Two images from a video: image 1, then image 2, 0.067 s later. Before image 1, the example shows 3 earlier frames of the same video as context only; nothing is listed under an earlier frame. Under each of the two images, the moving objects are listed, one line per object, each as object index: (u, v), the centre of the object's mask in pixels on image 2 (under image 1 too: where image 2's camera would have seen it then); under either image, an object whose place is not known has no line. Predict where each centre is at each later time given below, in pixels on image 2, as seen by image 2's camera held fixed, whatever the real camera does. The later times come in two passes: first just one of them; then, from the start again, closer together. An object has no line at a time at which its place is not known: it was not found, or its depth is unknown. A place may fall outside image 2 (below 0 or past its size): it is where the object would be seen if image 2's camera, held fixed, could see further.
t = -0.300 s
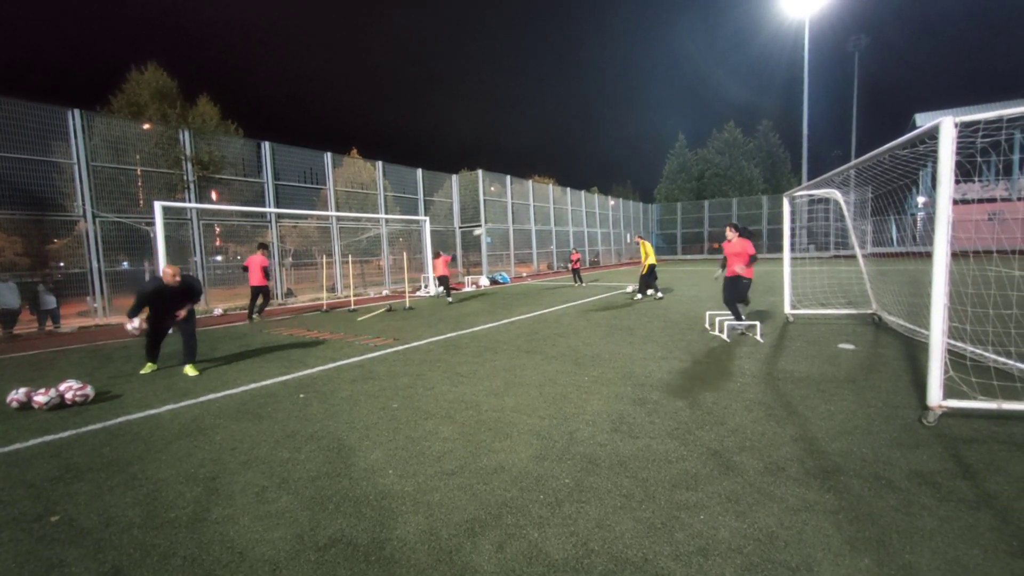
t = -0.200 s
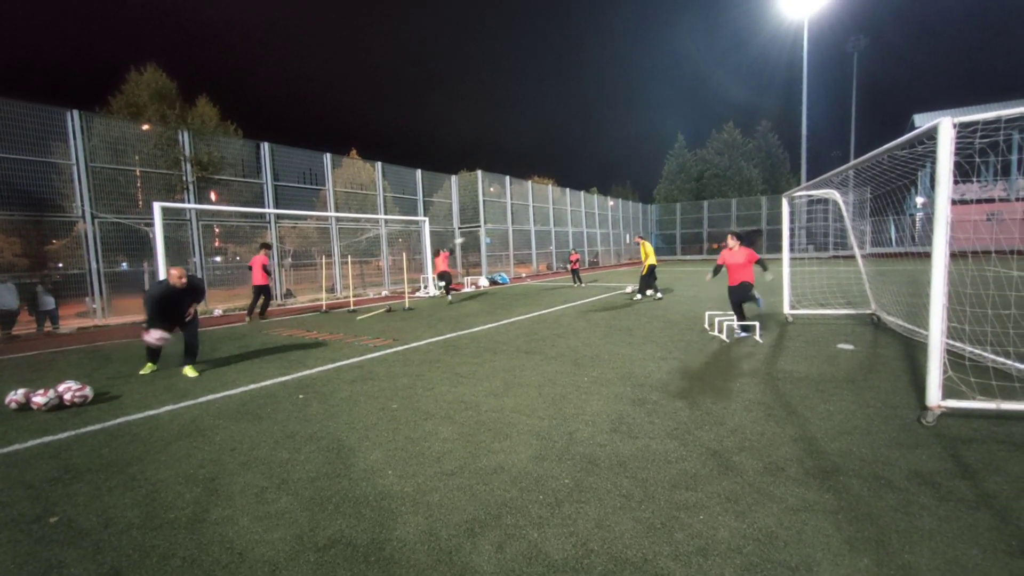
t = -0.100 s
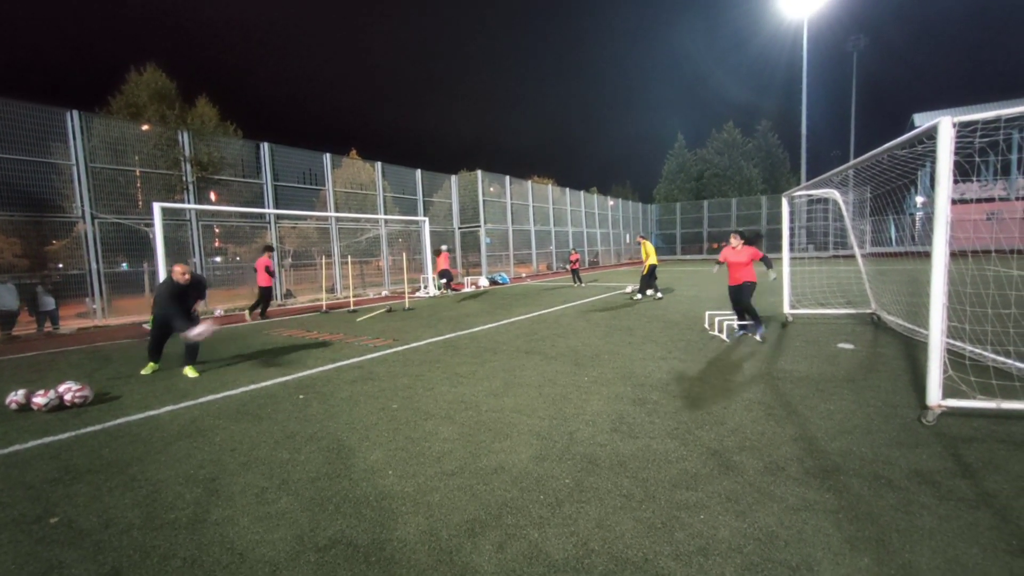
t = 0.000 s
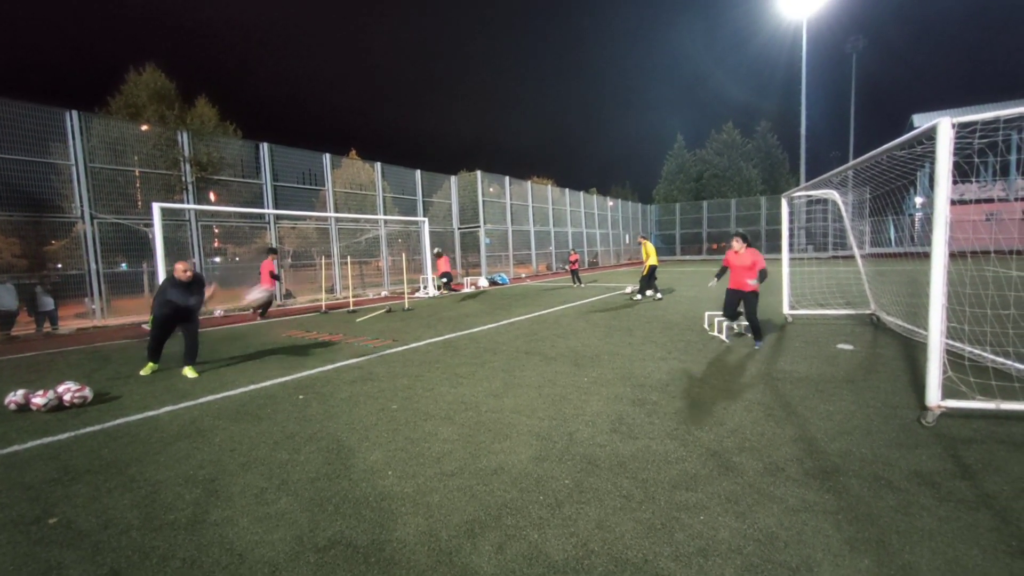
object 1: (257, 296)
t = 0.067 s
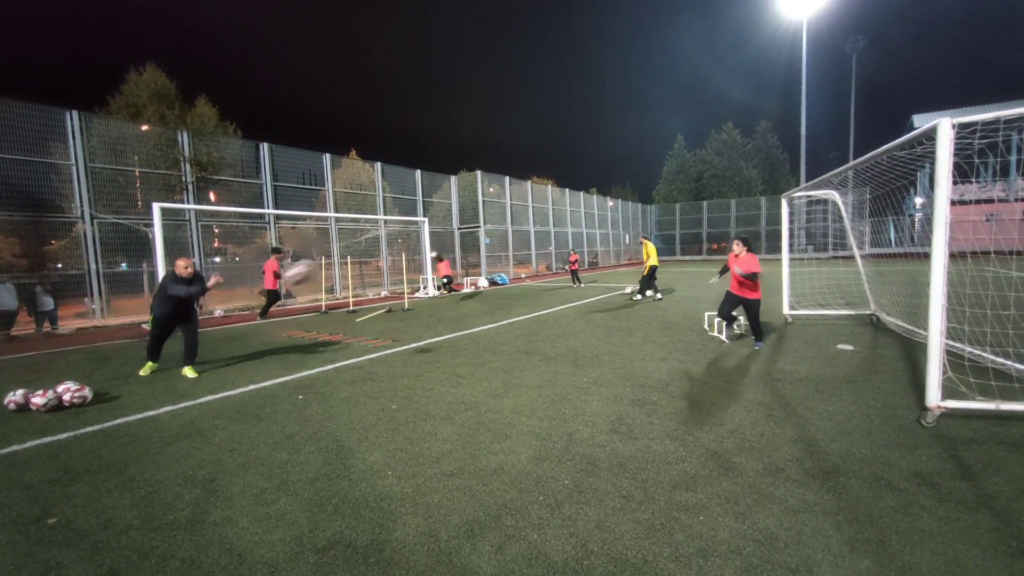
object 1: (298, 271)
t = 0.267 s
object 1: (438, 221)
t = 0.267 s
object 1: (438, 221)
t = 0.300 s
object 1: (462, 217)
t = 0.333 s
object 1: (486, 213)
